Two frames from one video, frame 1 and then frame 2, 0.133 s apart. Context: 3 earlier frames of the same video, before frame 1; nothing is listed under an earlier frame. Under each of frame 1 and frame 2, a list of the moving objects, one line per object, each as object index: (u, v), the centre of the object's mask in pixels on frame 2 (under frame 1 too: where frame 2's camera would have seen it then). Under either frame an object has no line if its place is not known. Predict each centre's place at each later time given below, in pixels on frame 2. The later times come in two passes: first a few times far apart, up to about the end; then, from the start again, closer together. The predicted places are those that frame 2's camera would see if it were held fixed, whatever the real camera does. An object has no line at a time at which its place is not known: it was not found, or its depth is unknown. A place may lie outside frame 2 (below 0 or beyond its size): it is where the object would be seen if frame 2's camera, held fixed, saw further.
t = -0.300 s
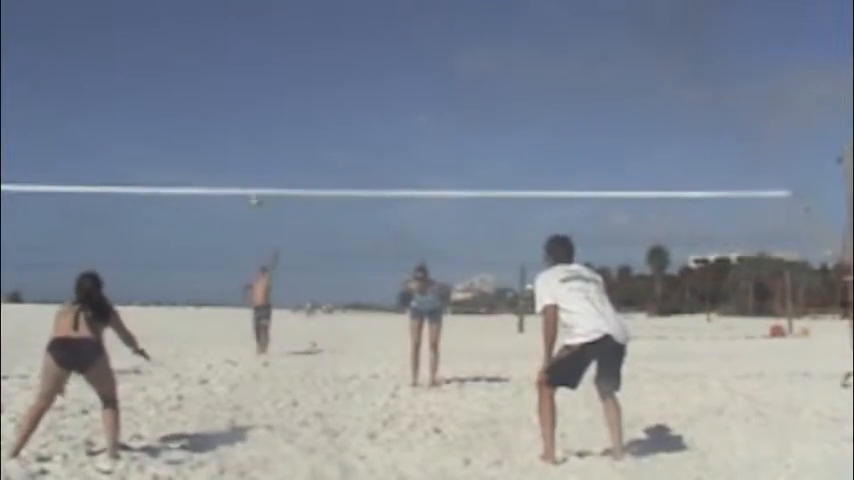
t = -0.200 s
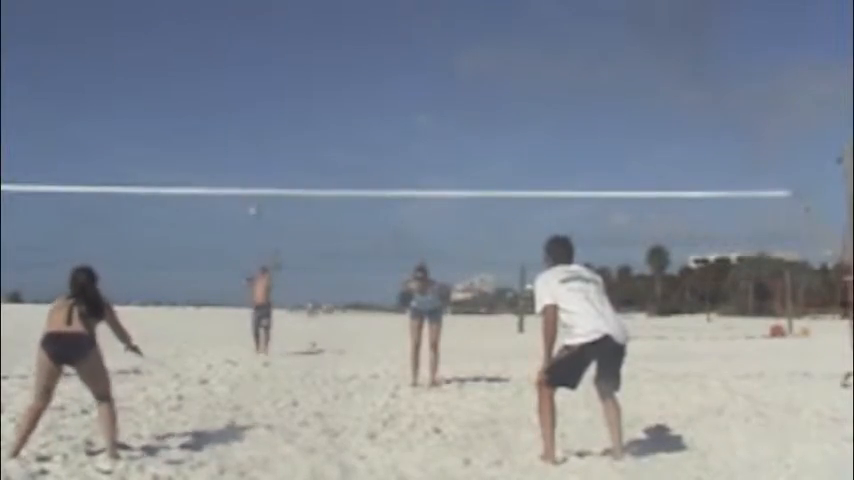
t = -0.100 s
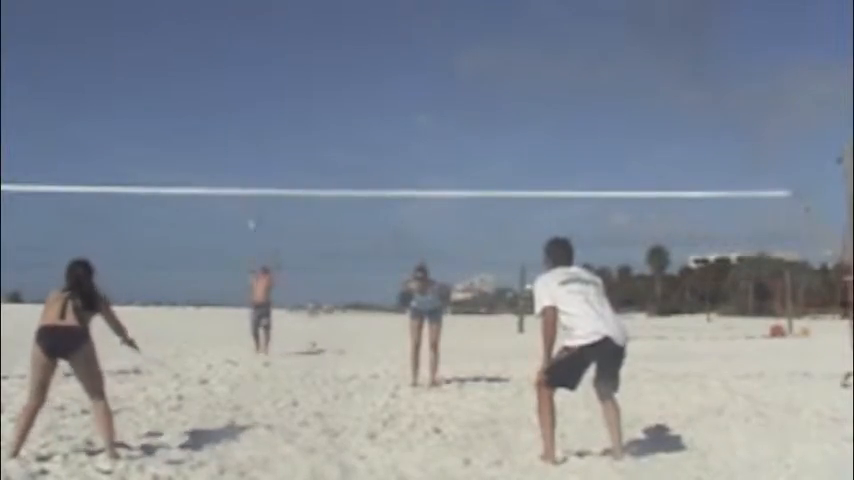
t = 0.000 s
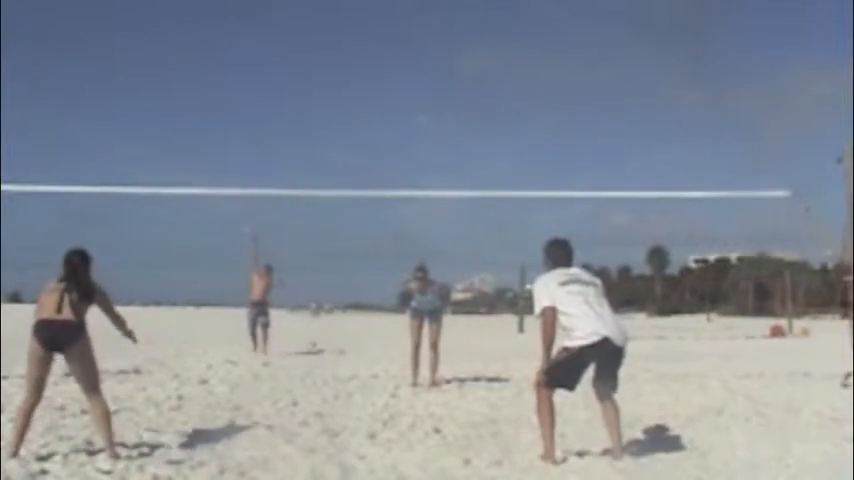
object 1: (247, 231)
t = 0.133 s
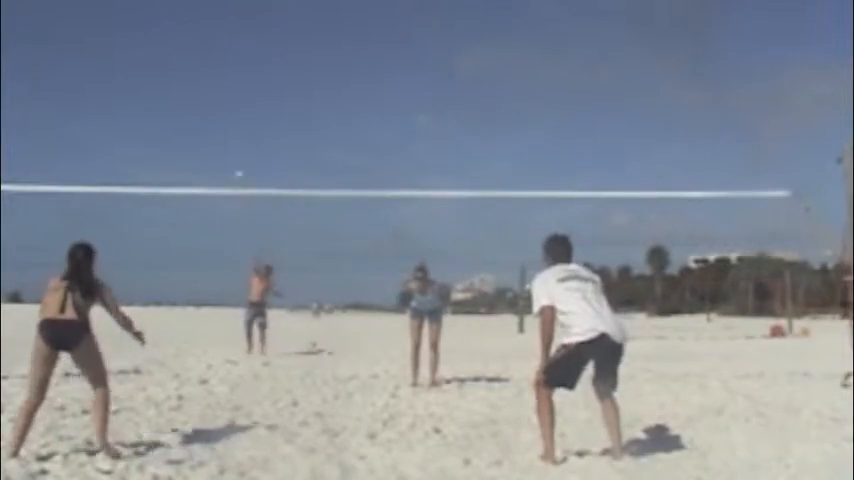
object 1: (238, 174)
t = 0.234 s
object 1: (233, 136)
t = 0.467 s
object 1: (215, 68)
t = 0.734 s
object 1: (190, 20)
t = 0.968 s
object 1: (157, 14)
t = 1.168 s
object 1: (125, 46)
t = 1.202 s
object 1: (120, 56)
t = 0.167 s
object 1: (238, 162)
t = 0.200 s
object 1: (235, 148)
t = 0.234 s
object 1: (233, 136)
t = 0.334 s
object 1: (227, 105)
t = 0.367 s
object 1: (222, 94)
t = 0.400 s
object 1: (219, 85)
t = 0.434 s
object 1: (217, 76)
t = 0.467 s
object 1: (215, 68)
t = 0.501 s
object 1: (211, 58)
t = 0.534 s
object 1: (207, 52)
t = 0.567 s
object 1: (206, 45)
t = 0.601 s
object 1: (203, 39)
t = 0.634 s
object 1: (199, 33)
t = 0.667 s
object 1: (196, 28)
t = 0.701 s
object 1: (193, 24)
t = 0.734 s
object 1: (190, 20)
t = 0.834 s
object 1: (177, 12)
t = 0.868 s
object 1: (173, 11)
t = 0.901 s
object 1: (167, 11)
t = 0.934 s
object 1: (163, 12)
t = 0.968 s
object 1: (157, 14)
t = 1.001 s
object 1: (151, 18)
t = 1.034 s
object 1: (147, 22)
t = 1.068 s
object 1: (141, 27)
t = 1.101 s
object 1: (136, 34)
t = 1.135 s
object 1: (132, 39)
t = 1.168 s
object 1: (125, 46)
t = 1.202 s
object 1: (120, 56)
